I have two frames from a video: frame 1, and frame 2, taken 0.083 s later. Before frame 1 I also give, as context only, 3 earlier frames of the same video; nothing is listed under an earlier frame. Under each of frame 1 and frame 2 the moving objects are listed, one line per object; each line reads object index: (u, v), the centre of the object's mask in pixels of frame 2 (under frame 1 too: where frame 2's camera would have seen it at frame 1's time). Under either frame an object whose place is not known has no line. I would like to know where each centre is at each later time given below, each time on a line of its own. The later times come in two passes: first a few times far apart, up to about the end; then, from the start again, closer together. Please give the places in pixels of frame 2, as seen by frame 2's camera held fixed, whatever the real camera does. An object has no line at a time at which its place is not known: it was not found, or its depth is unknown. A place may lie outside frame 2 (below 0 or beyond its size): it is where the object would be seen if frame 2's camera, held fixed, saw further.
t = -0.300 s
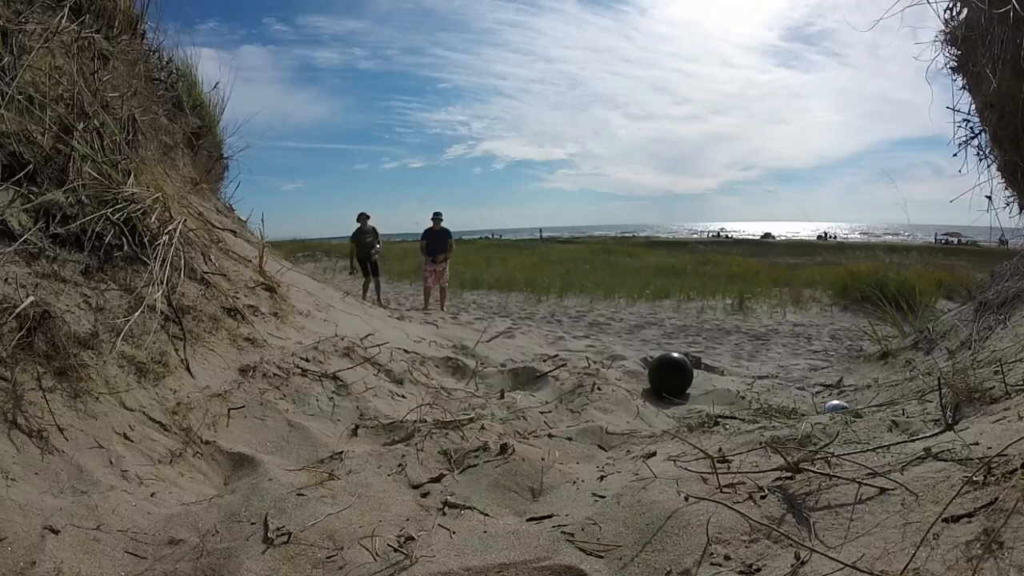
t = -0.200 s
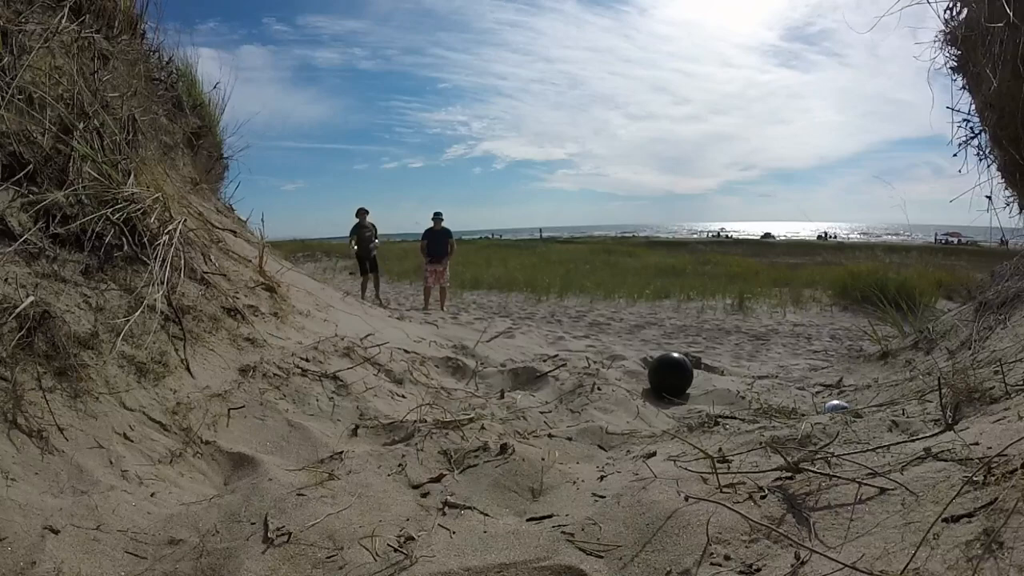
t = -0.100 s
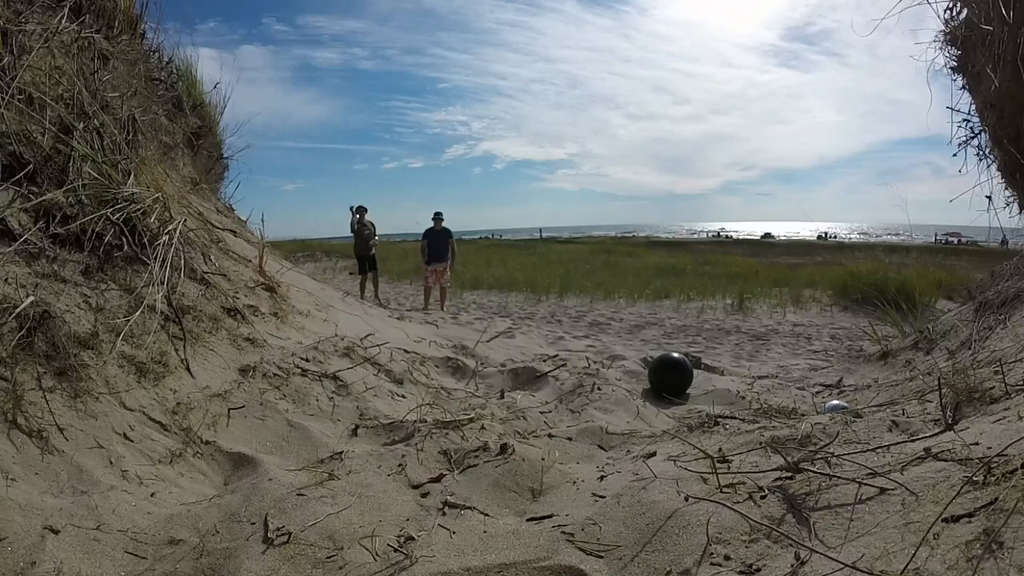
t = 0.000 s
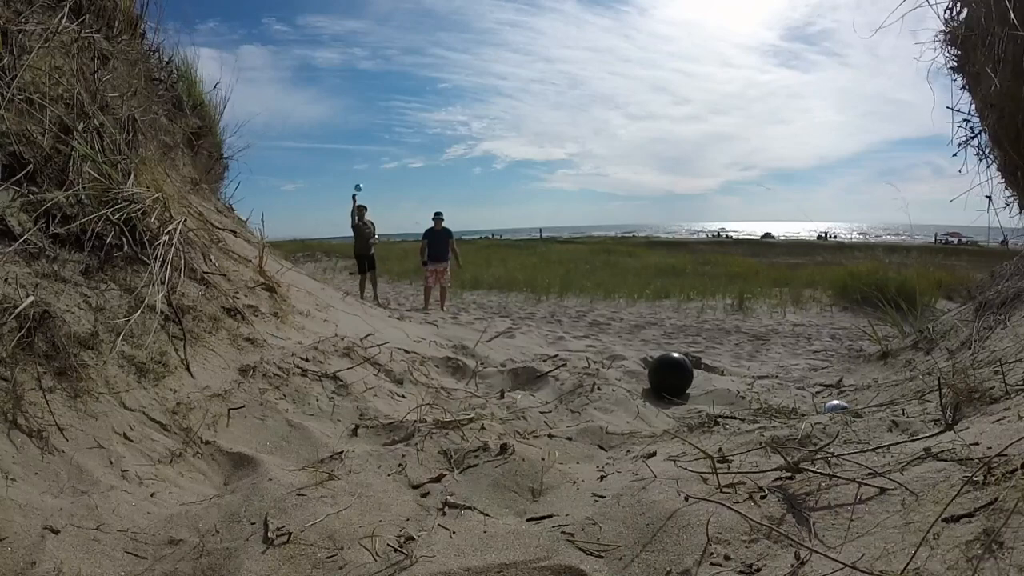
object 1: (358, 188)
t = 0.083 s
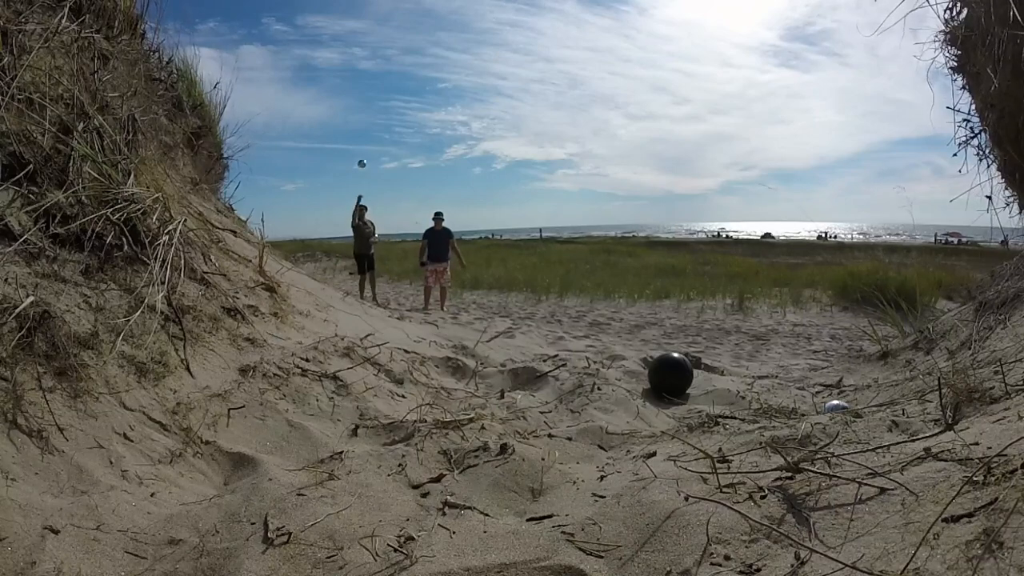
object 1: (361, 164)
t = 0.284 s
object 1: (375, 113)
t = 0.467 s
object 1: (398, 81)
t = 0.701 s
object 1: (468, 96)
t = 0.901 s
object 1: (730, 388)
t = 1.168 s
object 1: (851, 375)
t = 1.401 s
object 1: (875, 375)
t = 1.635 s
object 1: (851, 372)
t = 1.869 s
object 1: (813, 377)
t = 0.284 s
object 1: (375, 113)
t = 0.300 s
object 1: (377, 109)
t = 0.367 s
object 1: (384, 96)
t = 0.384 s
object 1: (386, 93)
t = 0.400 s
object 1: (388, 90)
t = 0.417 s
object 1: (390, 87)
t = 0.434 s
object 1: (392, 85)
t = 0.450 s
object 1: (395, 82)
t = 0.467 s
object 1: (398, 81)
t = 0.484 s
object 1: (401, 79)
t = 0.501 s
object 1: (404, 77)
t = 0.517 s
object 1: (407, 76)
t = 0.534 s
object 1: (411, 75)
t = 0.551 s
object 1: (415, 74)
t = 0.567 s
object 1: (418, 74)
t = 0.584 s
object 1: (423, 74)
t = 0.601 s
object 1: (428, 75)
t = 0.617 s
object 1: (433, 77)
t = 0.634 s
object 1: (439, 79)
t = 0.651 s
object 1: (445, 81)
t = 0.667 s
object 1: (452, 85)
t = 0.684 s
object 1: (460, 90)
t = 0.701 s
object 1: (468, 96)
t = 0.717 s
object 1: (477, 103)
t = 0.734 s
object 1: (489, 112)
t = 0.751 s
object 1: (501, 123)
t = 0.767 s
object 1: (516, 137)
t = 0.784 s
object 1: (532, 154)
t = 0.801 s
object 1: (551, 175)
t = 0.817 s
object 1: (573, 202)
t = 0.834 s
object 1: (599, 234)
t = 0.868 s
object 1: (666, 323)
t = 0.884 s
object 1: (706, 384)
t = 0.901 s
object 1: (730, 388)
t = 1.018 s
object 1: (814, 348)
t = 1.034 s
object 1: (814, 350)
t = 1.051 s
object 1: (826, 350)
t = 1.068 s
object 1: (826, 348)
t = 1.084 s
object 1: (828, 349)
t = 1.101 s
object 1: (834, 353)
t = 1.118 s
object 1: (840, 356)
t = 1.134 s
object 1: (844, 367)
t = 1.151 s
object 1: (849, 372)
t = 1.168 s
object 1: (851, 375)
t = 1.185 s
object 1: (856, 378)
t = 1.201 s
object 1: (859, 380)
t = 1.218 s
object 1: (861, 380)
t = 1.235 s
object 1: (864, 380)
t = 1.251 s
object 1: (869, 376)
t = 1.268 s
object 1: (868, 378)
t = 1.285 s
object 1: (870, 377)
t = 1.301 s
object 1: (873, 375)
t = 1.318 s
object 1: (872, 376)
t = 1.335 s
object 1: (874, 376)
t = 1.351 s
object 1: (874, 376)
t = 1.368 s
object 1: (874, 376)
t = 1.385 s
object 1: (875, 376)
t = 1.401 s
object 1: (875, 375)
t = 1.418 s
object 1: (875, 375)
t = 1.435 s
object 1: (874, 375)
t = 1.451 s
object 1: (873, 374)
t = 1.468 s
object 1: (872, 374)
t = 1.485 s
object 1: (871, 374)
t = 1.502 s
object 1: (870, 373)
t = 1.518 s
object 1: (869, 374)
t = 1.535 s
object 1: (867, 374)
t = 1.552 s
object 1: (865, 374)
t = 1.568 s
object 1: (863, 372)
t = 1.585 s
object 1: (860, 371)
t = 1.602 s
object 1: (857, 371)
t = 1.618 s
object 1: (854, 371)
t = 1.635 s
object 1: (851, 372)
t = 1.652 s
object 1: (849, 372)
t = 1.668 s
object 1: (846, 373)
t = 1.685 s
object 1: (843, 374)
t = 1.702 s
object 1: (840, 375)
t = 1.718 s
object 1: (837, 376)
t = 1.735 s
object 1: (834, 377)
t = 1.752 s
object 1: (829, 378)
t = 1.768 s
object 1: (827, 378)
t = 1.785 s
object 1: (823, 378)
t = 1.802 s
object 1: (820, 379)
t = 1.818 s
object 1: (818, 378)
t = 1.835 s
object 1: (816, 377)
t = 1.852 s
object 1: (815, 377)
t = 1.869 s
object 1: (813, 377)
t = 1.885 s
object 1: (811, 376)
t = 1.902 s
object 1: (809, 376)
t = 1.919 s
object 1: (808, 376)
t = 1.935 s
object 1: (807, 375)
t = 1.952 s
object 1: (806, 375)
